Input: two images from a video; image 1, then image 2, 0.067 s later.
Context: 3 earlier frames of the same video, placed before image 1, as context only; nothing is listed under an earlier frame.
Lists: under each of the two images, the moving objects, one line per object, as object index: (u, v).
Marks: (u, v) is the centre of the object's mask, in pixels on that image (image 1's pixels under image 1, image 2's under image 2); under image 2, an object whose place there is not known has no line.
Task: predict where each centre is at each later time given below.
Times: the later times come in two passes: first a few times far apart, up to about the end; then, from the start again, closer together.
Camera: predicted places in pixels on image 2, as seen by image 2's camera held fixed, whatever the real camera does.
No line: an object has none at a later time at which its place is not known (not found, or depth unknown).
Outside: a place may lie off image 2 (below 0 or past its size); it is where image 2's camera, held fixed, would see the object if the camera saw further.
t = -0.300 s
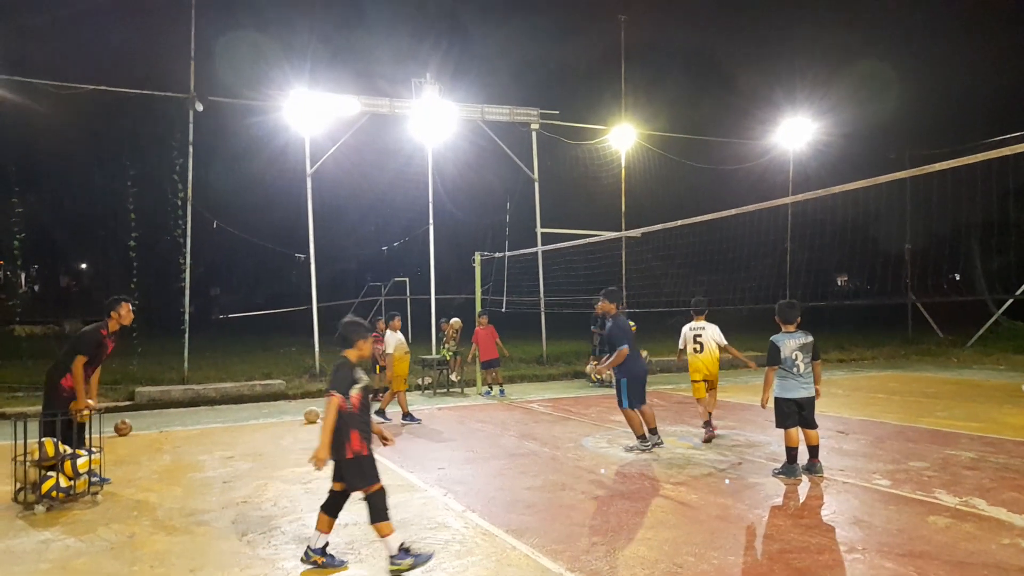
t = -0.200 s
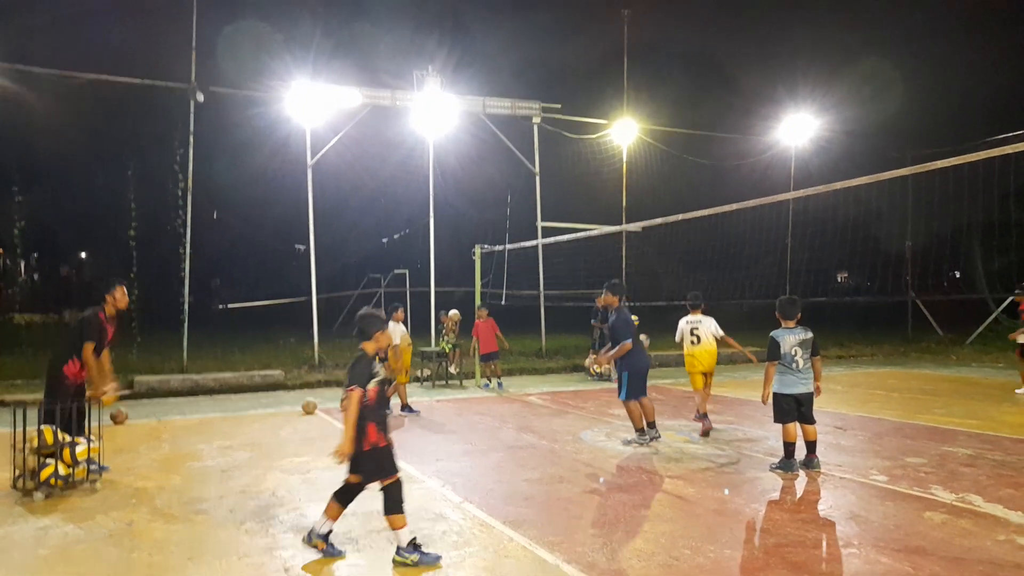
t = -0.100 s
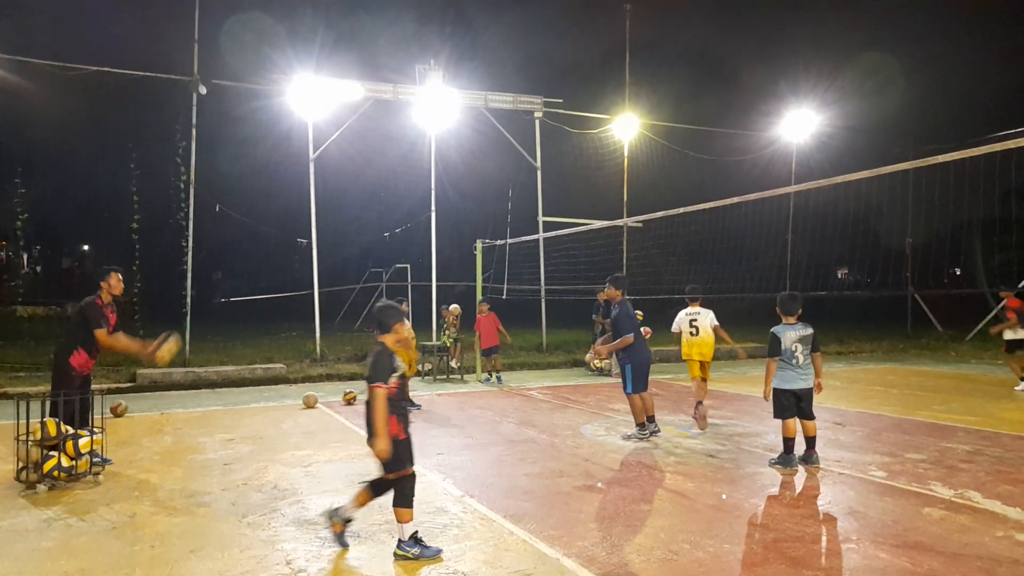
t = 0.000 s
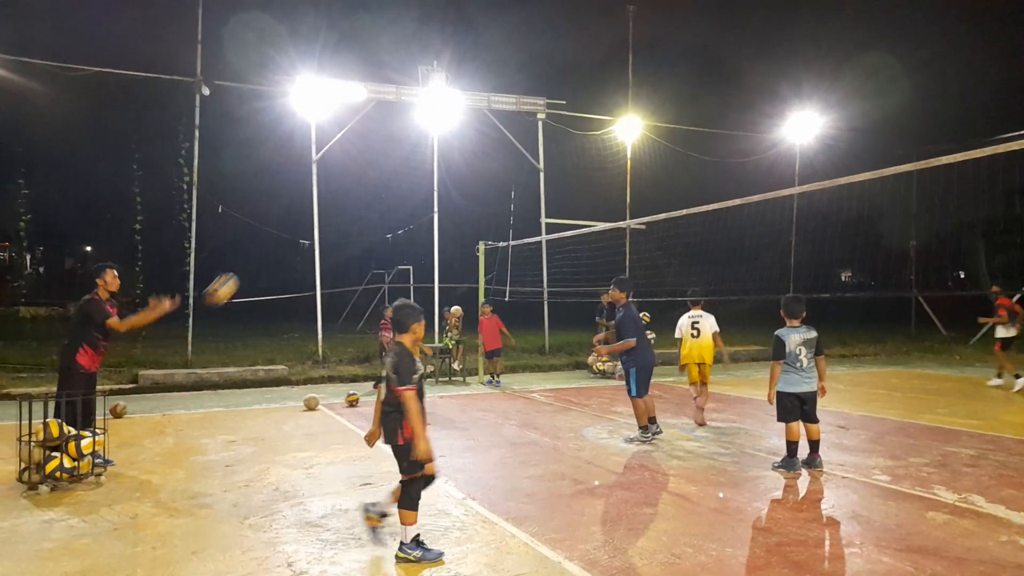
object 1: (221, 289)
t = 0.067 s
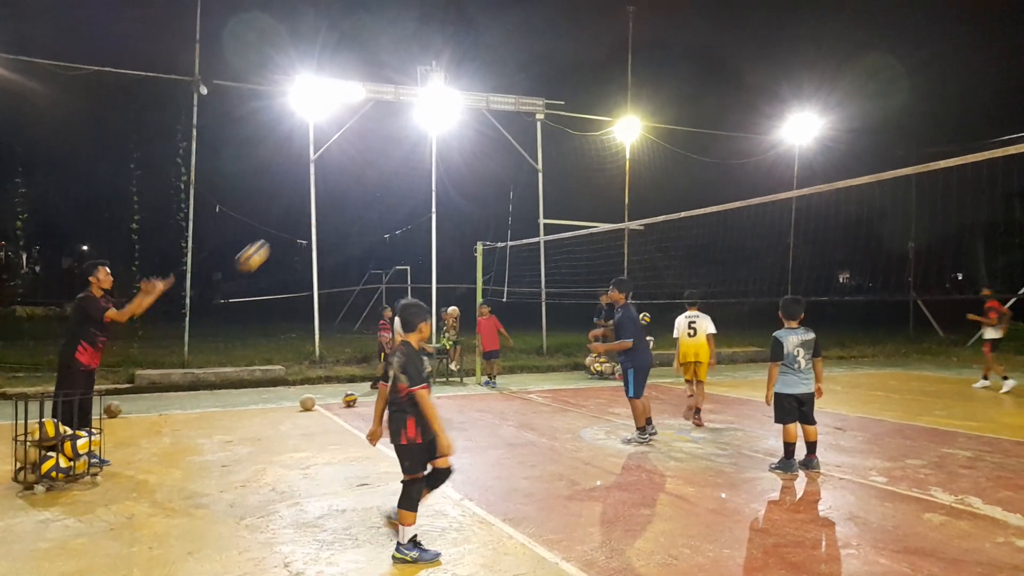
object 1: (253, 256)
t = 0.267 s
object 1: (349, 187)
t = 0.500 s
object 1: (449, 164)
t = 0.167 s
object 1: (300, 217)
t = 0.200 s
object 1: (319, 205)
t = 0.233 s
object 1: (334, 196)
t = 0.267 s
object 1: (349, 187)
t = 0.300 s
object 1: (363, 181)
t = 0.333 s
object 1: (378, 175)
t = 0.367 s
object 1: (392, 170)
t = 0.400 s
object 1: (407, 167)
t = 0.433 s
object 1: (419, 165)
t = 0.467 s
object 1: (435, 164)
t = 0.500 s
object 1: (449, 164)
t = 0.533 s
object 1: (462, 165)
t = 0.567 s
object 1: (475, 167)
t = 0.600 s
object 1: (488, 171)
